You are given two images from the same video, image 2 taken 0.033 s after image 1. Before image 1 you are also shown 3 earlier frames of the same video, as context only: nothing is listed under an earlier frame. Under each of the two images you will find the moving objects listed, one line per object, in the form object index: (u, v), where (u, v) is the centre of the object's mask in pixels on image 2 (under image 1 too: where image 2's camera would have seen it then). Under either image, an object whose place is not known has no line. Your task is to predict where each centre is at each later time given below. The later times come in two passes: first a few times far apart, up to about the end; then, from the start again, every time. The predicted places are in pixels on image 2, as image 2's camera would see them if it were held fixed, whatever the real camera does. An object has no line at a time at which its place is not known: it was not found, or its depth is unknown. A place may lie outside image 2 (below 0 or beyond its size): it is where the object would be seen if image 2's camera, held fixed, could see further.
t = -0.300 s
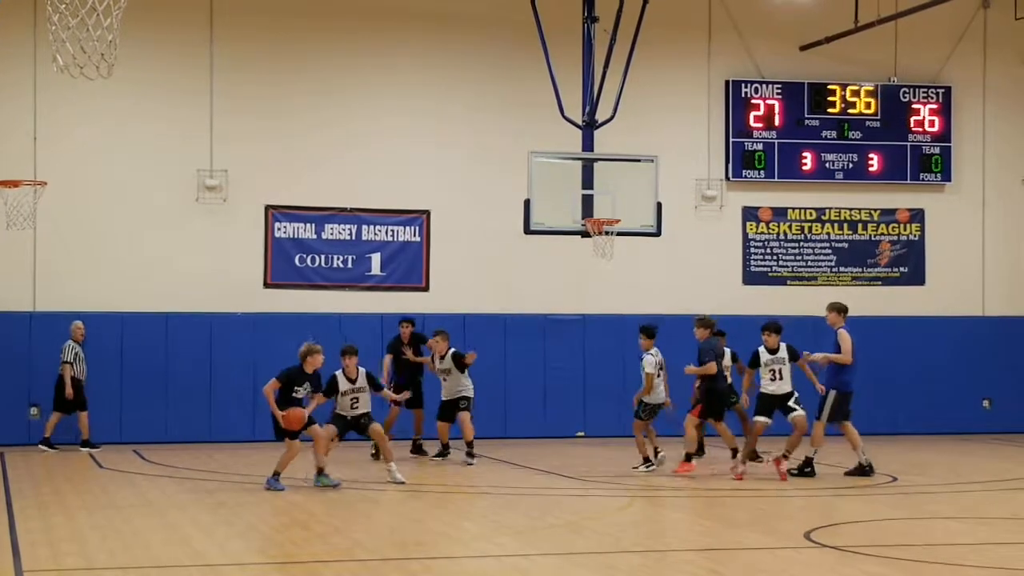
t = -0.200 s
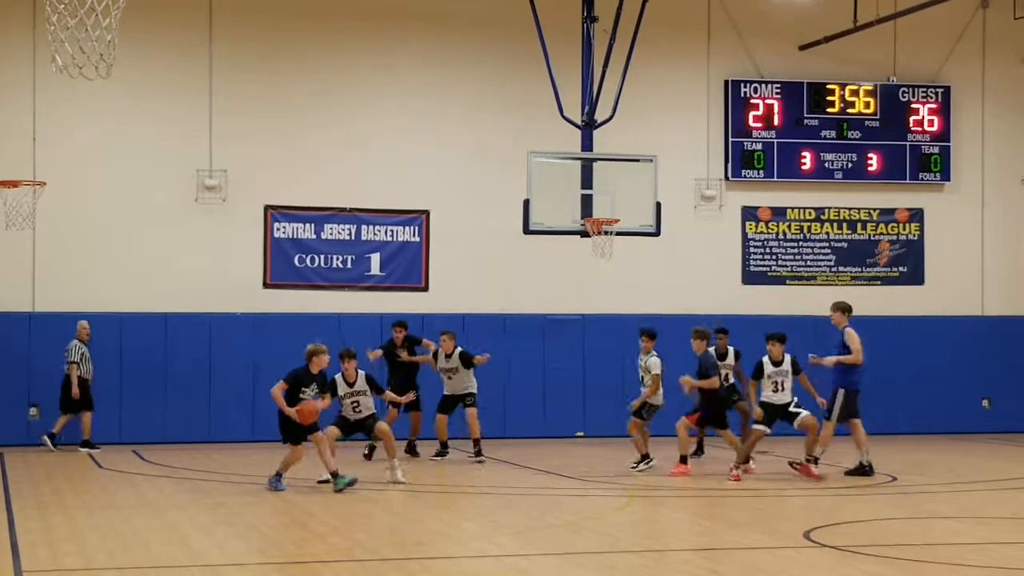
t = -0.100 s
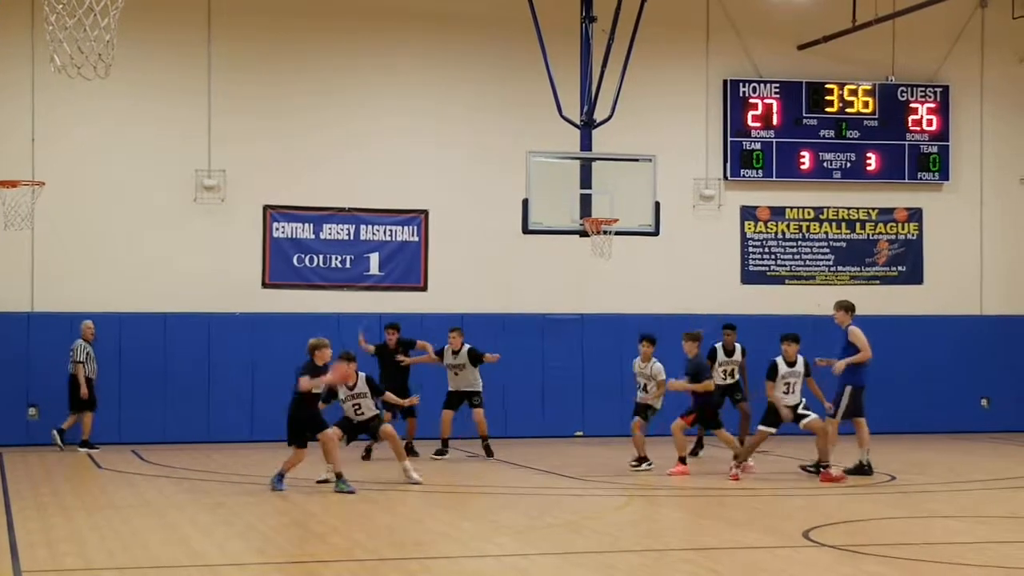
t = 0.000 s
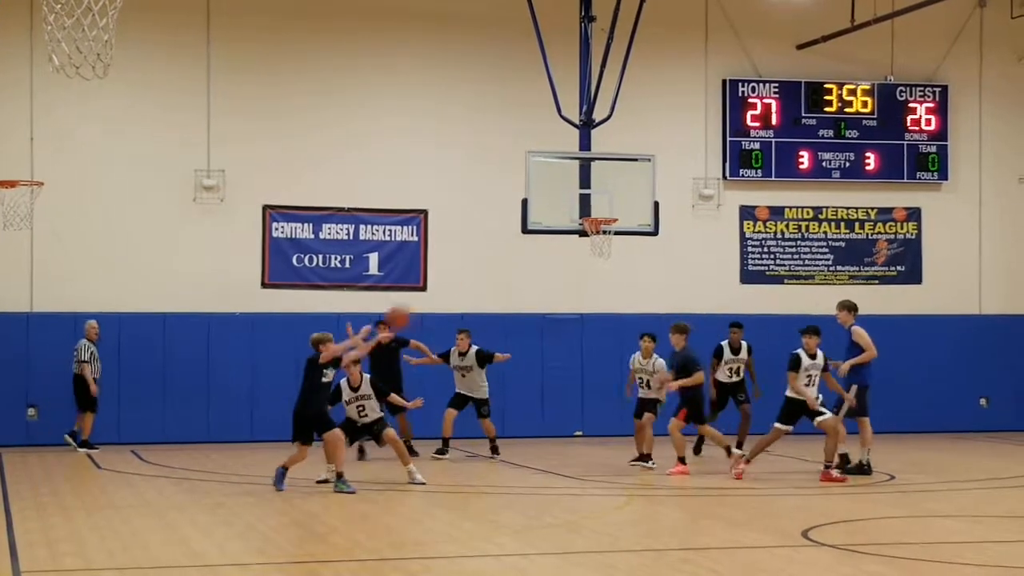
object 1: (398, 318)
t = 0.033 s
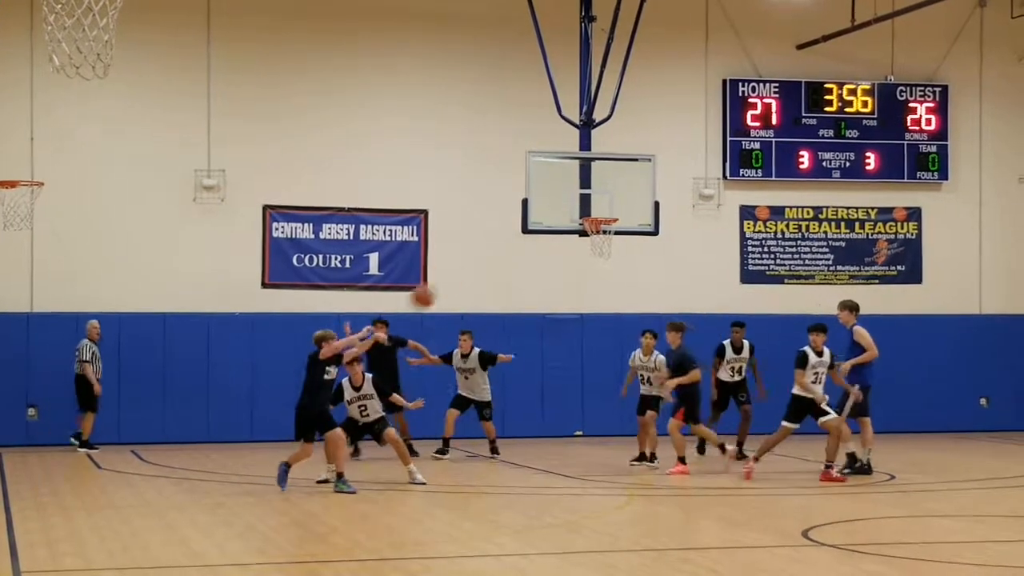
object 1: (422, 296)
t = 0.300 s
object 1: (622, 178)
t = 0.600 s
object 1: (850, 125)
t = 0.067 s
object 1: (447, 279)
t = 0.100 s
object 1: (472, 261)
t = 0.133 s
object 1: (497, 244)
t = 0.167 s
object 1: (520, 229)
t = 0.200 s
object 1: (546, 214)
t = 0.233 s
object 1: (571, 201)
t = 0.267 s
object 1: (597, 189)
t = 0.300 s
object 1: (622, 178)
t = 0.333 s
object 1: (647, 167)
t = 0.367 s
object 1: (672, 158)
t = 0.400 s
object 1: (698, 150)
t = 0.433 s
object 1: (724, 143)
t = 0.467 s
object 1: (747, 137)
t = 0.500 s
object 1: (775, 131)
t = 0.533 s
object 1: (798, 127)
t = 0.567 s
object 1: (825, 126)
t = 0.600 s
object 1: (850, 125)
